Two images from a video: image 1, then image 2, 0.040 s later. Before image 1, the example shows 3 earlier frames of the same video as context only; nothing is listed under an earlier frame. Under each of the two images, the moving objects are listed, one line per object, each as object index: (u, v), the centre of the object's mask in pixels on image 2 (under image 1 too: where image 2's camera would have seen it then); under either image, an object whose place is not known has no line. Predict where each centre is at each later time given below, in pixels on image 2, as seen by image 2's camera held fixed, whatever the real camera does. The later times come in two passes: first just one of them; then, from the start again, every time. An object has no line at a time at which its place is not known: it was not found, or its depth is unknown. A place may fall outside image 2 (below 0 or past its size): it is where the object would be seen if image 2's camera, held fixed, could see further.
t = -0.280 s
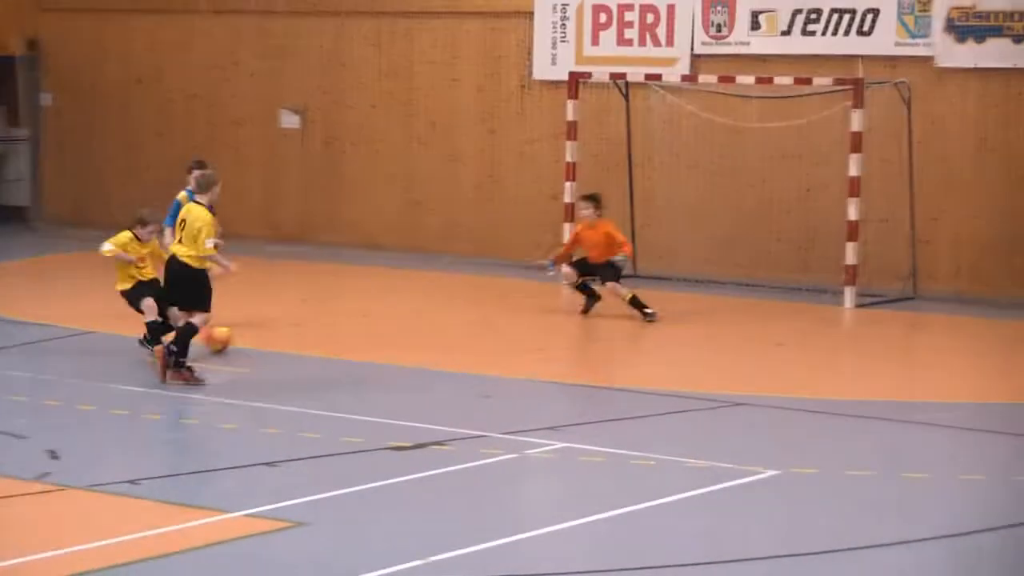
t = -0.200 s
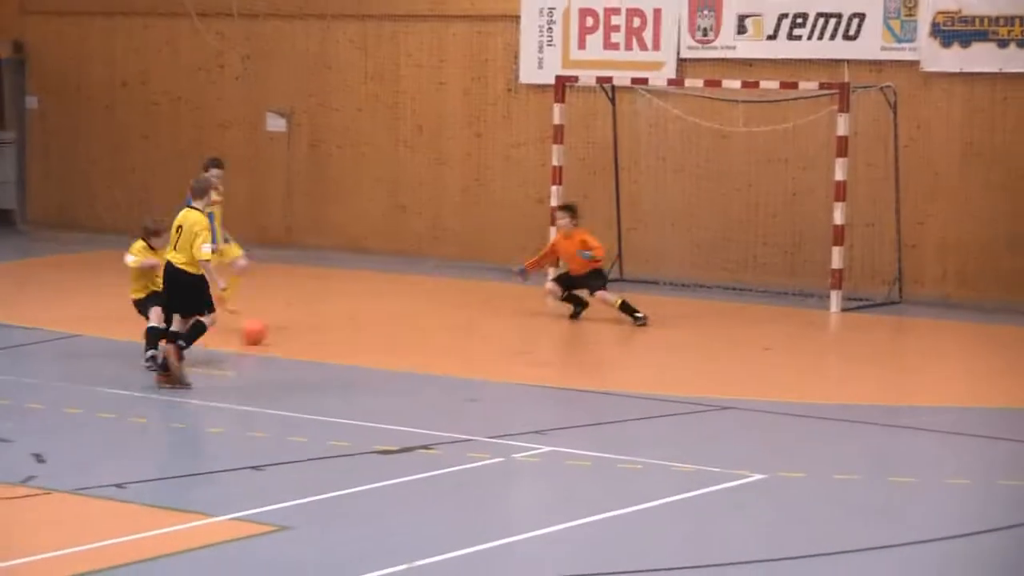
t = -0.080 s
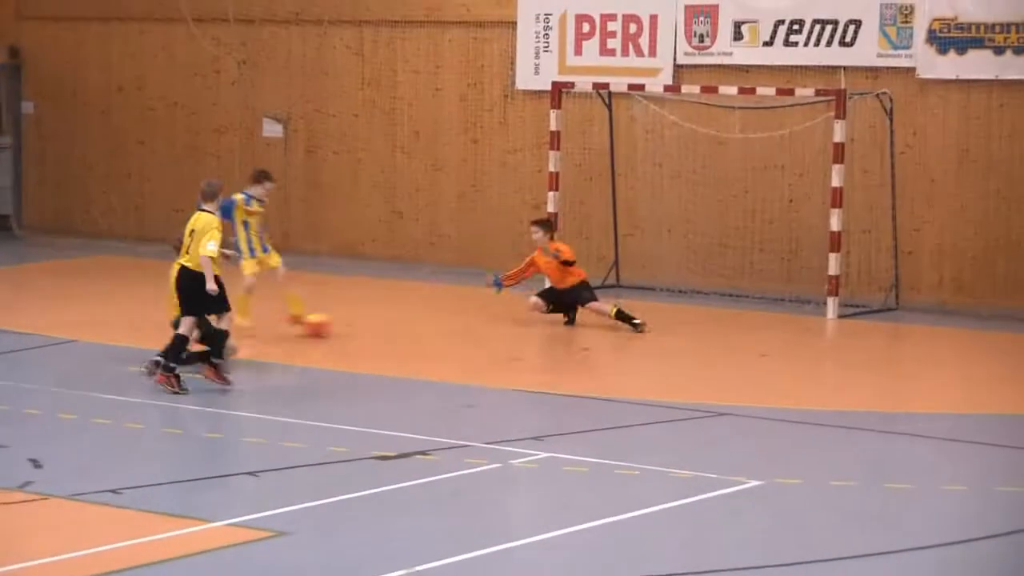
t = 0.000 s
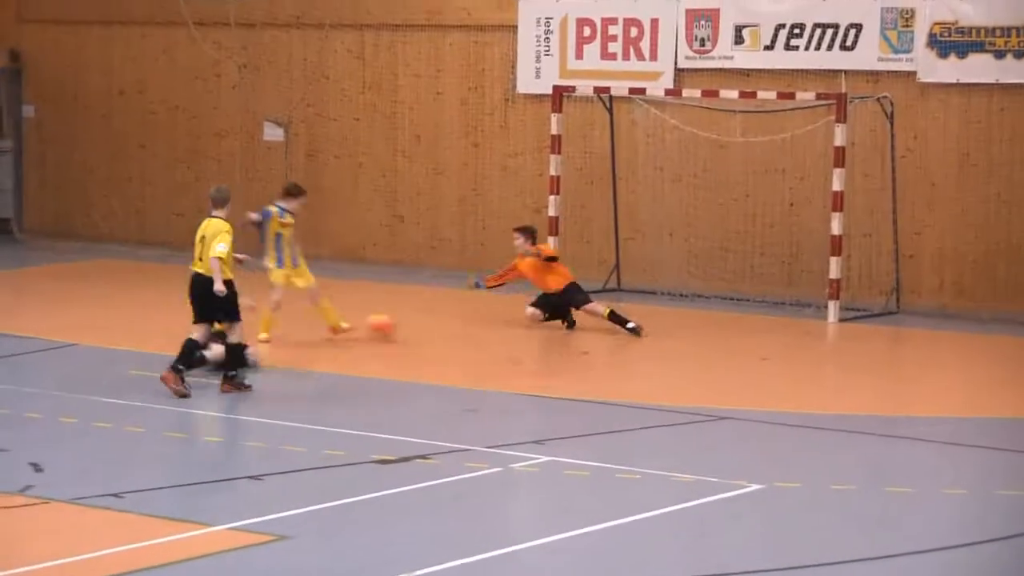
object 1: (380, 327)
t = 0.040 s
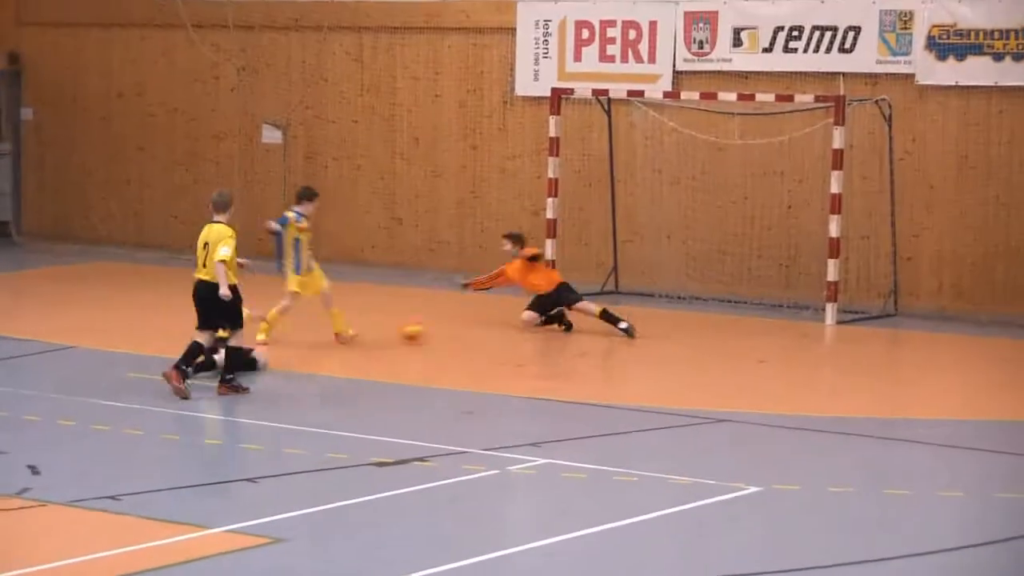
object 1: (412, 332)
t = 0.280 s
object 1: (579, 335)
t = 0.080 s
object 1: (441, 333)
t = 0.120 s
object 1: (471, 332)
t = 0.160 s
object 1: (499, 329)
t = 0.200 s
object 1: (526, 331)
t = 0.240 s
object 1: (553, 333)
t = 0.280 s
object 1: (579, 335)
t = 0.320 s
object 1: (605, 332)
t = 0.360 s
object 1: (630, 332)
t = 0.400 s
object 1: (653, 332)
